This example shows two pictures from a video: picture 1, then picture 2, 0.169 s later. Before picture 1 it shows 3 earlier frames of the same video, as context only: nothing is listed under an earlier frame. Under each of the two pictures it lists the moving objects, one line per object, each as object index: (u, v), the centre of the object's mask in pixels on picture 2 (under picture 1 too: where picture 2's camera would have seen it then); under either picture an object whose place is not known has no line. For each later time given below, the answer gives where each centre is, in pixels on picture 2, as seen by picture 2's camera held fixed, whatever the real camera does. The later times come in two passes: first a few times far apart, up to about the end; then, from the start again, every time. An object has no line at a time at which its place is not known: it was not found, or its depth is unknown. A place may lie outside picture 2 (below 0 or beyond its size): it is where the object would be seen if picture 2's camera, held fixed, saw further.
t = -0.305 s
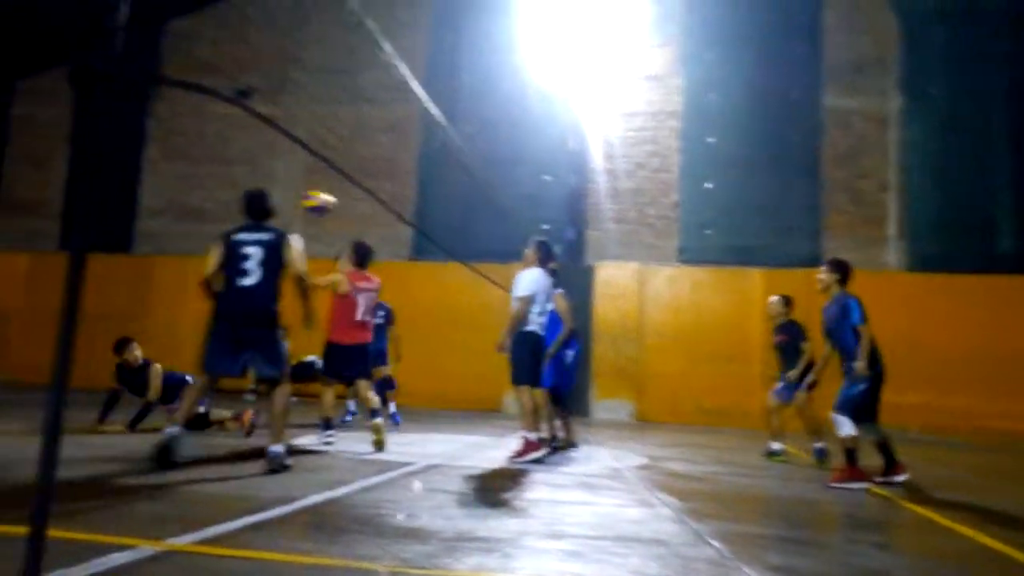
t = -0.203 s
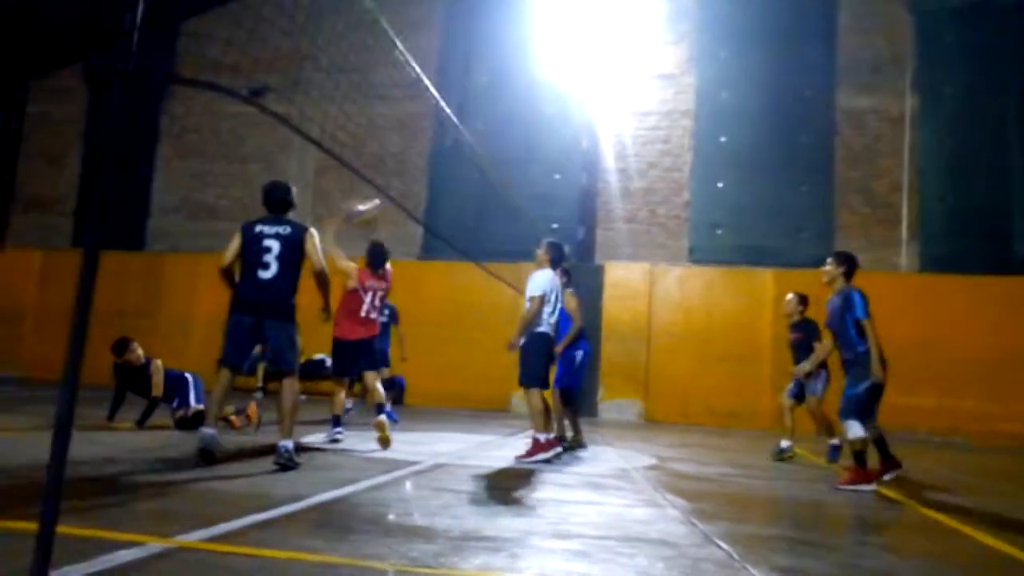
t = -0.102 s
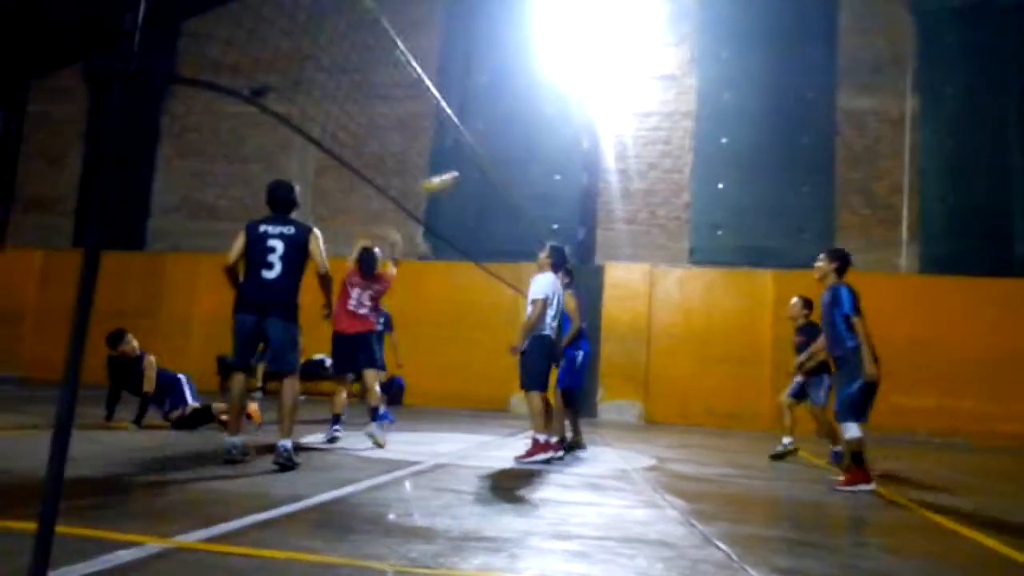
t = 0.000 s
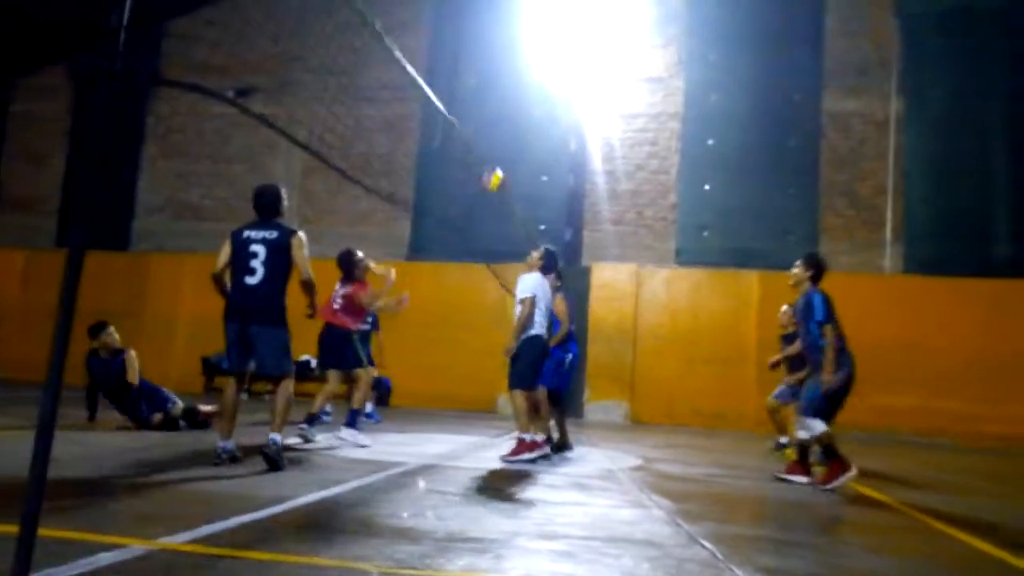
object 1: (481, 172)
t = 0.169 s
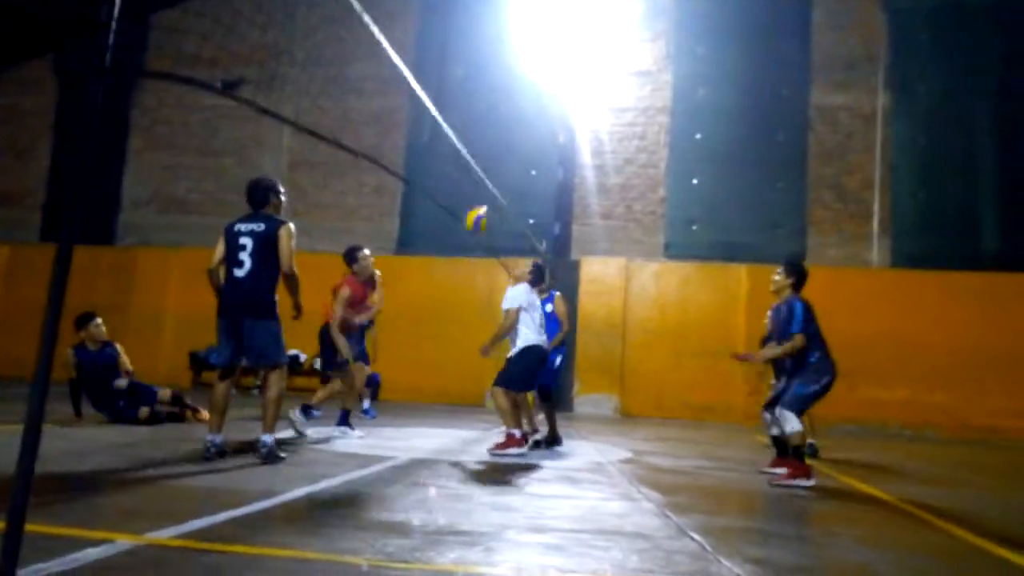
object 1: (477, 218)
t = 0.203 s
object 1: (473, 226)
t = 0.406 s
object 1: (442, 305)
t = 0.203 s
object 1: (473, 226)
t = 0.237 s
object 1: (468, 233)
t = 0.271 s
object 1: (462, 248)
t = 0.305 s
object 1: (458, 257)
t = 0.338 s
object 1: (452, 274)
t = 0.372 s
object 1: (448, 289)
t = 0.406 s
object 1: (442, 305)
